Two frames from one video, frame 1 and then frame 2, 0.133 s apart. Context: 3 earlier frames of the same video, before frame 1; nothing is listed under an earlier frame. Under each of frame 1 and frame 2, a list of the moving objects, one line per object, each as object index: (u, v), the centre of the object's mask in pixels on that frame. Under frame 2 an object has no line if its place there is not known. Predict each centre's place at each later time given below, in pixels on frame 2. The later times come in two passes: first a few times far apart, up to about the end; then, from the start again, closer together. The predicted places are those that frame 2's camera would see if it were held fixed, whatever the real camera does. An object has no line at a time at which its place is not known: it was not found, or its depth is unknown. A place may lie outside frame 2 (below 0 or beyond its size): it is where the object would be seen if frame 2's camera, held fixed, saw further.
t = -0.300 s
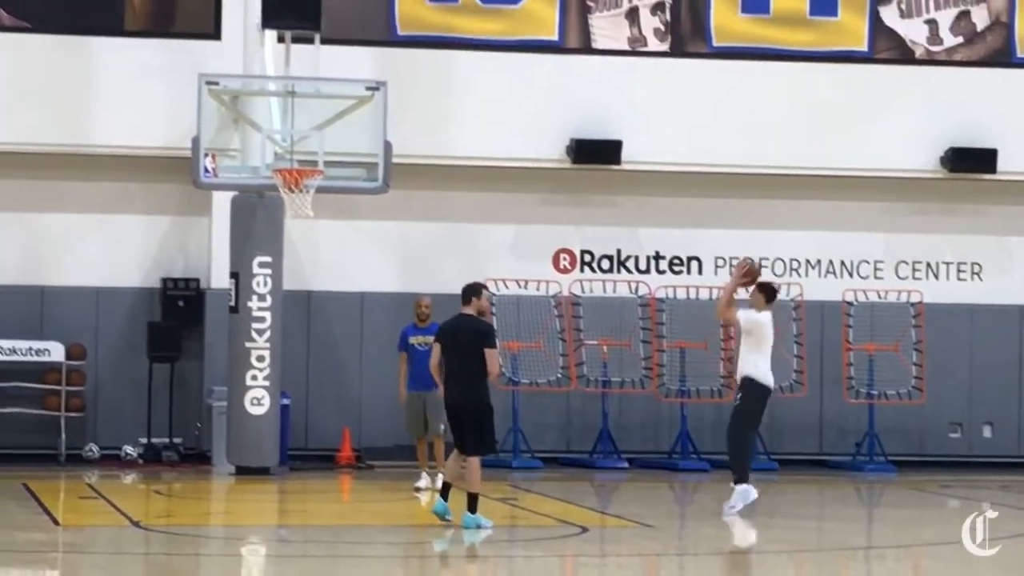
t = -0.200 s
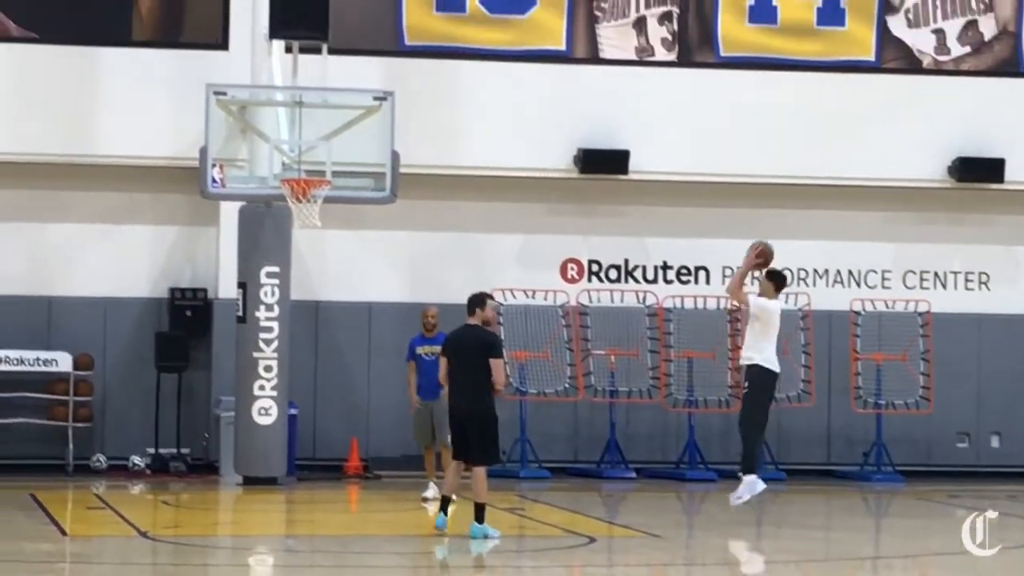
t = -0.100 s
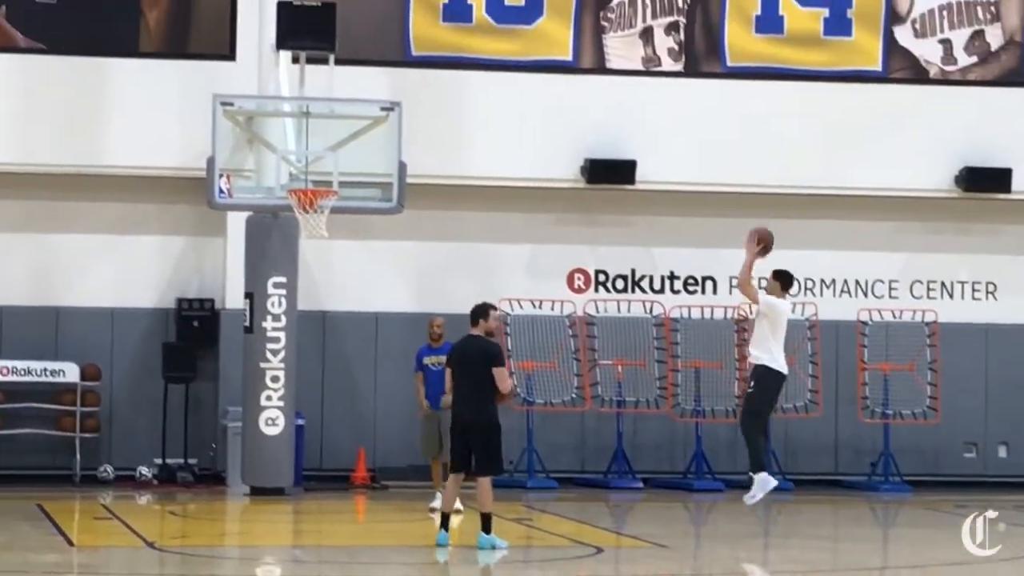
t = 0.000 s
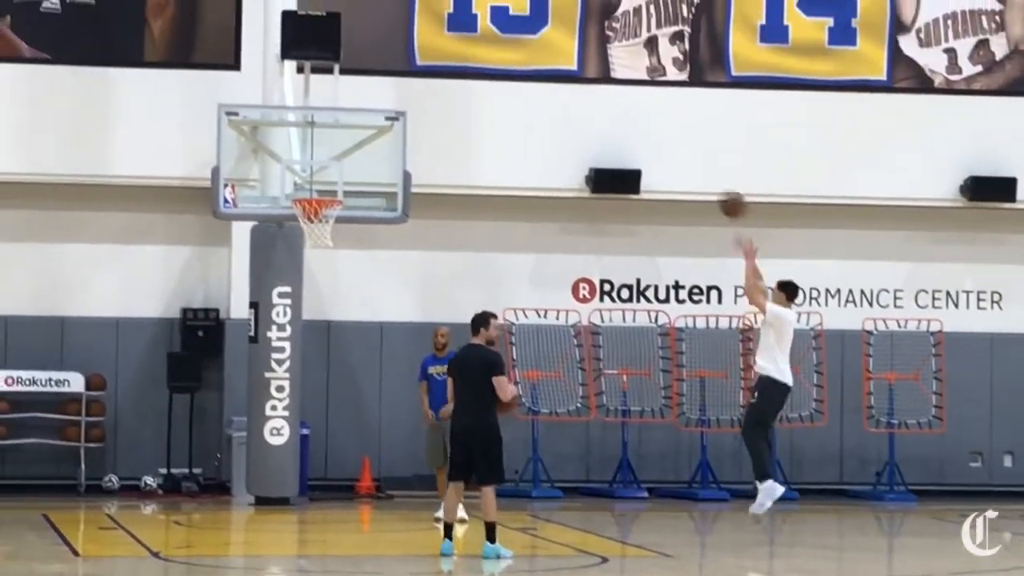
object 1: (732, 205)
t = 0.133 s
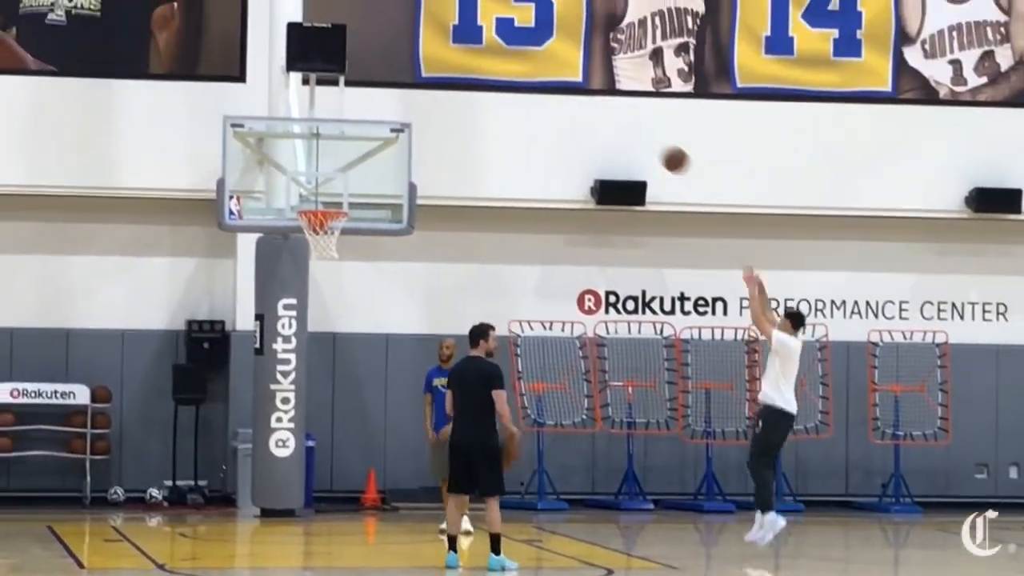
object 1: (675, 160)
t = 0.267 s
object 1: (614, 123)
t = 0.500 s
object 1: (510, 104)
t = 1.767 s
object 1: (228, 474)
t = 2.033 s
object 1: (248, 386)
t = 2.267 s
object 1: (267, 366)
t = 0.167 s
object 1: (659, 149)
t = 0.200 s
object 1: (644, 139)
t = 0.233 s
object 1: (629, 130)
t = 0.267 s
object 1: (614, 123)
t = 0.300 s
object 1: (599, 117)
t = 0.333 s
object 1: (584, 112)
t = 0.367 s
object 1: (569, 108)
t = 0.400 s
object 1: (554, 106)
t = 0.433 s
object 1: (539, 104)
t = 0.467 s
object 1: (524, 104)
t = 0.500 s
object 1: (510, 104)
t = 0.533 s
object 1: (496, 106)
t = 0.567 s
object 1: (481, 109)
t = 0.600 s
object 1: (467, 114)
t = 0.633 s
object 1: (453, 118)
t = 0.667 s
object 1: (438, 125)
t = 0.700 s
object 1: (425, 131)
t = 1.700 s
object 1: (224, 505)
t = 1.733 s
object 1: (226, 491)
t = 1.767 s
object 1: (228, 474)
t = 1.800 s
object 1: (230, 460)
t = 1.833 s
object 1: (233, 447)
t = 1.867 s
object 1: (237, 432)
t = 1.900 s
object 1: (238, 420)
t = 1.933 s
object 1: (241, 409)
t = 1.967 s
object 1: (244, 400)
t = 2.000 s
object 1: (247, 392)
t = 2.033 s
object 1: (248, 386)
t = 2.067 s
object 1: (251, 379)
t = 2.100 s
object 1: (254, 374)
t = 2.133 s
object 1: (256, 369)
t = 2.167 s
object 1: (259, 366)
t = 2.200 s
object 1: (261, 365)
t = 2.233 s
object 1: (264, 365)
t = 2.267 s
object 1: (267, 366)
